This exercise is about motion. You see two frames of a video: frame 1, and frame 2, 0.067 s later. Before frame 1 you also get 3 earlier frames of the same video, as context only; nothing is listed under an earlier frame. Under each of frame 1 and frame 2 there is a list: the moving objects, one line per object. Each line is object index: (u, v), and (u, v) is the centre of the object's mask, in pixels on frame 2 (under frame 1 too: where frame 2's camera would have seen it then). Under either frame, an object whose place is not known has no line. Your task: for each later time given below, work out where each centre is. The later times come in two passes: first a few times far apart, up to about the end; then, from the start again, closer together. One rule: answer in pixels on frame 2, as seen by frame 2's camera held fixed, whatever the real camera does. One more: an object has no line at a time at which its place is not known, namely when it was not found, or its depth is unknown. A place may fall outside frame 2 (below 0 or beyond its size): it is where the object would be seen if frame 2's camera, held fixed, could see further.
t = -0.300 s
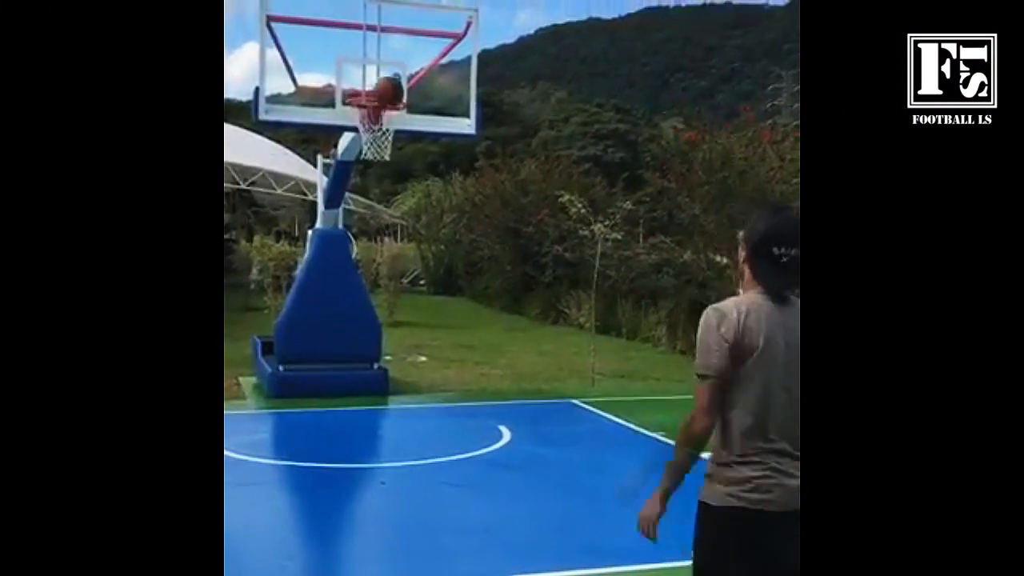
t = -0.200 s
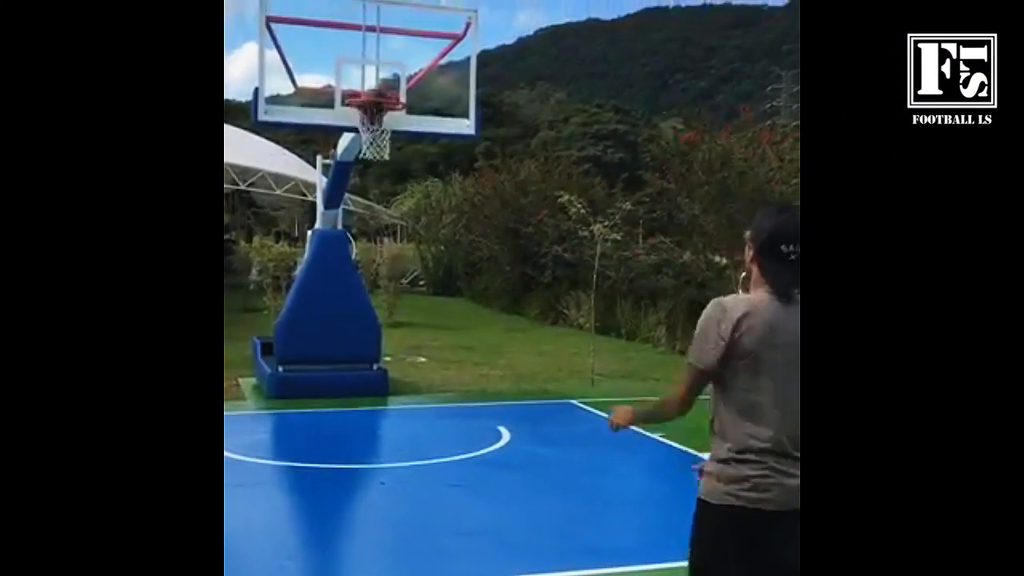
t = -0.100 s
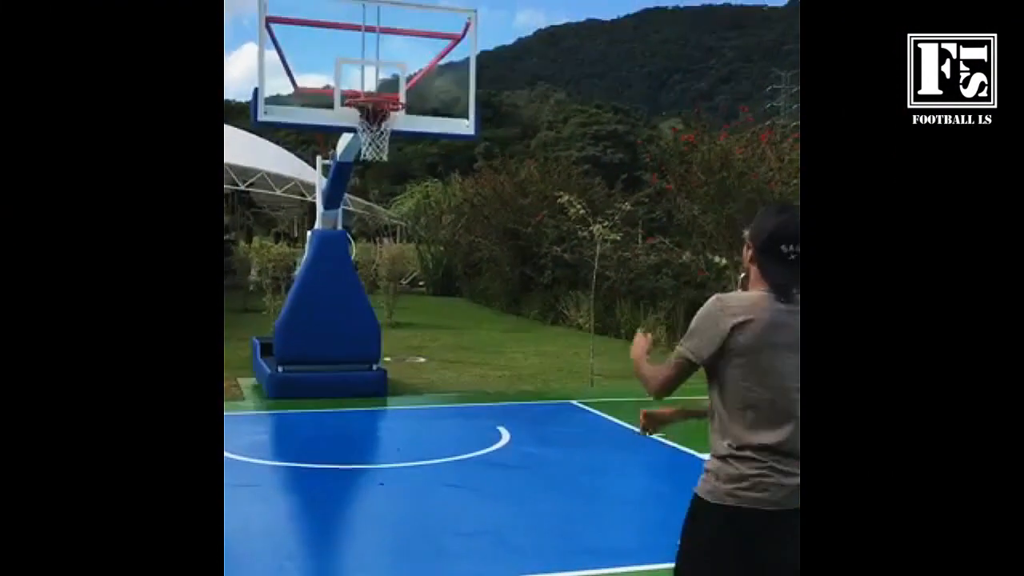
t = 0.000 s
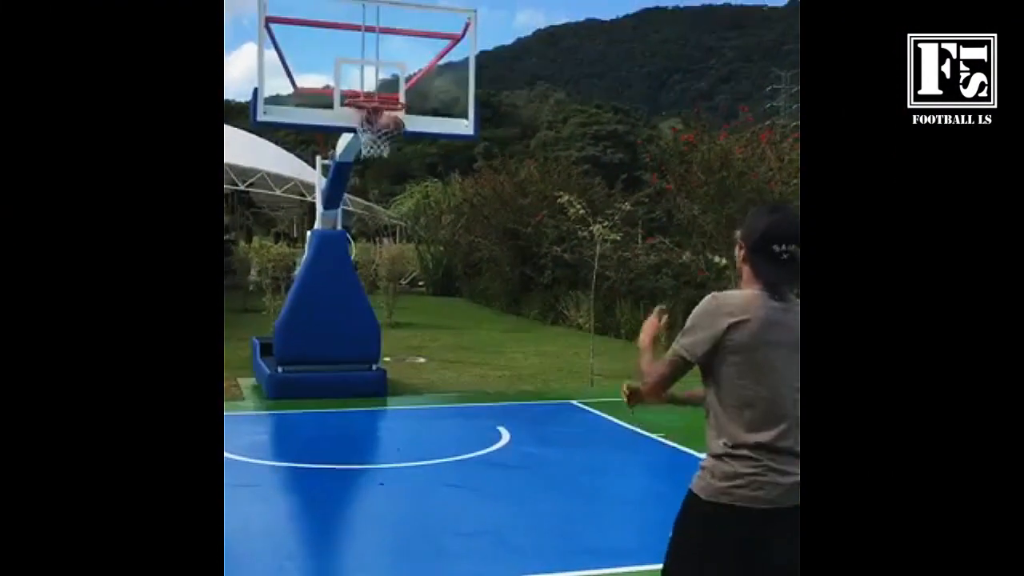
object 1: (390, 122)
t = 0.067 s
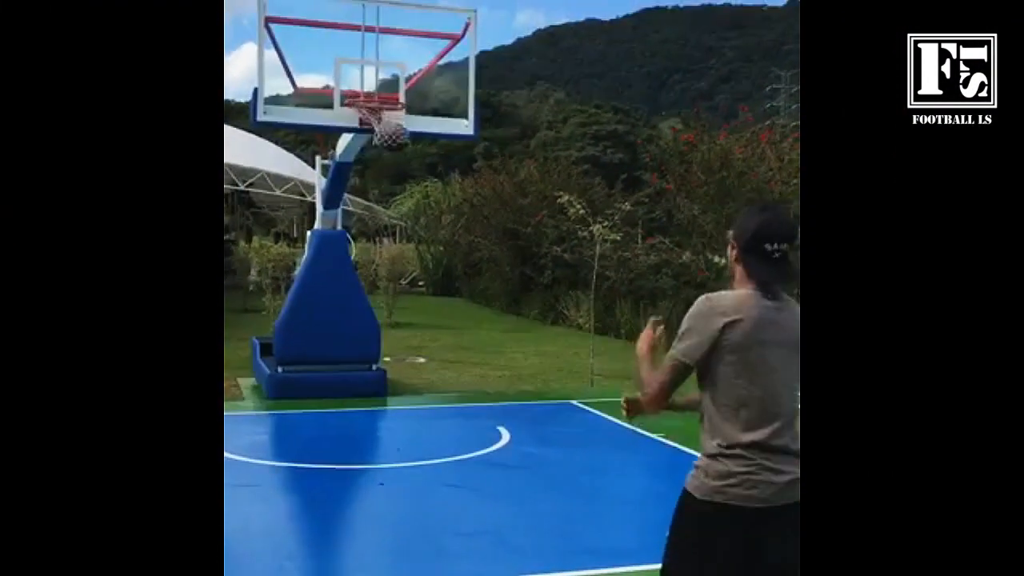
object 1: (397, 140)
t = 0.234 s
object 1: (390, 157)
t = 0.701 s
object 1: (385, 396)
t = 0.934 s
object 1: (371, 323)
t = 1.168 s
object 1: (354, 260)
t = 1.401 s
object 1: (334, 257)
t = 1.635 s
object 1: (315, 317)
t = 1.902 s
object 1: (295, 395)
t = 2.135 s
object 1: (278, 324)
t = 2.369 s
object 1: (268, 315)
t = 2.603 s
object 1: (252, 366)
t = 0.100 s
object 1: (391, 145)
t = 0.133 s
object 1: (391, 143)
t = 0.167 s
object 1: (391, 146)
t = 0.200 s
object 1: (391, 151)
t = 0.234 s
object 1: (390, 157)
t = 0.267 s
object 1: (390, 162)
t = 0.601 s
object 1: (388, 328)
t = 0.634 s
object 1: (387, 351)
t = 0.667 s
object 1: (386, 371)
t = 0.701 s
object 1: (385, 396)
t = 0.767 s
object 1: (382, 407)
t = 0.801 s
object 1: (381, 385)
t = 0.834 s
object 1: (379, 367)
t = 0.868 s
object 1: (375, 352)
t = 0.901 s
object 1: (374, 336)
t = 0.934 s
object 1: (371, 323)
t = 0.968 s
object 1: (369, 310)
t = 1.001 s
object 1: (366, 298)
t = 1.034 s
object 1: (364, 288)
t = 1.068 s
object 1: (362, 279)
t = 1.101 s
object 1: (359, 271)
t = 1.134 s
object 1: (356, 265)
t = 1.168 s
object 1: (354, 260)
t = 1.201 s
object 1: (351, 255)
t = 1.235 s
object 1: (349, 253)
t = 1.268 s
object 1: (346, 251)
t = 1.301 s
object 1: (344, 251)
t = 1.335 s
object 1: (341, 251)
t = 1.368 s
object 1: (338, 253)
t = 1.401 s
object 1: (334, 257)
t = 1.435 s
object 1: (332, 261)
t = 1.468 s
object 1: (328, 268)
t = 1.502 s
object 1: (326, 275)
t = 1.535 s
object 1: (323, 284)
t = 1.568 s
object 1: (321, 293)
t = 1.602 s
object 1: (318, 304)
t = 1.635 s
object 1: (315, 317)
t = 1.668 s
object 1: (312, 330)
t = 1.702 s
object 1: (309, 343)
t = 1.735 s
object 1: (306, 360)
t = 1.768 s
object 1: (303, 377)
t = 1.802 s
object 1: (301, 397)
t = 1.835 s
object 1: (301, 416)
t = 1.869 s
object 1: (299, 410)
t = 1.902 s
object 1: (295, 395)
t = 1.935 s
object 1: (289, 377)
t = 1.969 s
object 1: (288, 368)
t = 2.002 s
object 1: (286, 358)
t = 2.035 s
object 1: (284, 348)
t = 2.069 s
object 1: (282, 336)
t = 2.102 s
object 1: (281, 331)
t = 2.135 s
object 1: (278, 324)
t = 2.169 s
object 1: (276, 320)
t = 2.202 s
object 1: (275, 316)
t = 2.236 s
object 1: (275, 312)
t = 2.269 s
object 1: (273, 311)
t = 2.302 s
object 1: (272, 311)
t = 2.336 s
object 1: (271, 312)
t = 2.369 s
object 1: (268, 315)
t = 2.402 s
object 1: (266, 318)
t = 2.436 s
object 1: (264, 323)
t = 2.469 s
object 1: (262, 328)
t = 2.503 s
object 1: (260, 336)
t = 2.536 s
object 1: (257, 346)
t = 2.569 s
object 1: (257, 352)
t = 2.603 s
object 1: (252, 366)
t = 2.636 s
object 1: (250, 378)
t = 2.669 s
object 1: (247, 391)
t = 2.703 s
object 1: (246, 406)
